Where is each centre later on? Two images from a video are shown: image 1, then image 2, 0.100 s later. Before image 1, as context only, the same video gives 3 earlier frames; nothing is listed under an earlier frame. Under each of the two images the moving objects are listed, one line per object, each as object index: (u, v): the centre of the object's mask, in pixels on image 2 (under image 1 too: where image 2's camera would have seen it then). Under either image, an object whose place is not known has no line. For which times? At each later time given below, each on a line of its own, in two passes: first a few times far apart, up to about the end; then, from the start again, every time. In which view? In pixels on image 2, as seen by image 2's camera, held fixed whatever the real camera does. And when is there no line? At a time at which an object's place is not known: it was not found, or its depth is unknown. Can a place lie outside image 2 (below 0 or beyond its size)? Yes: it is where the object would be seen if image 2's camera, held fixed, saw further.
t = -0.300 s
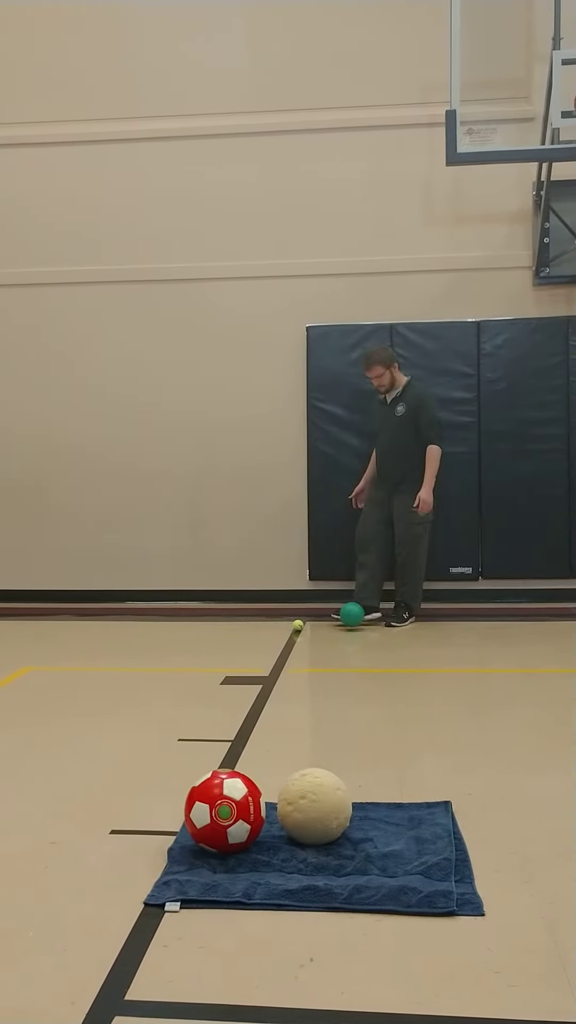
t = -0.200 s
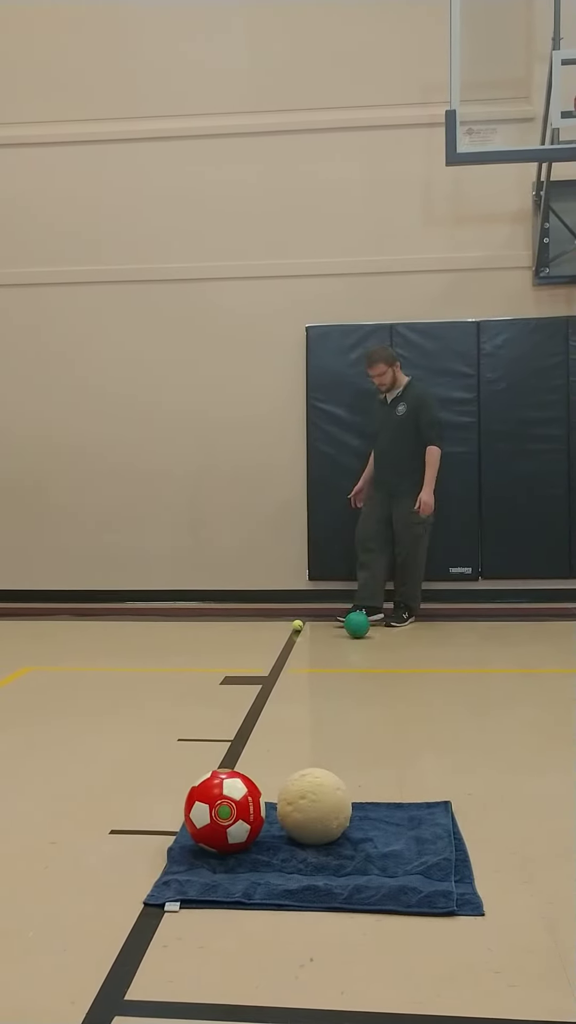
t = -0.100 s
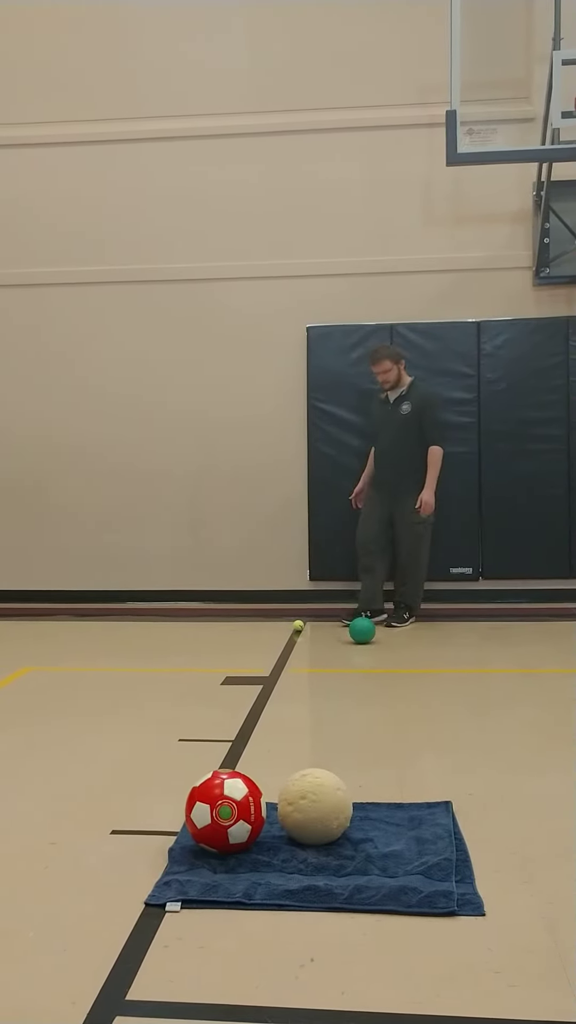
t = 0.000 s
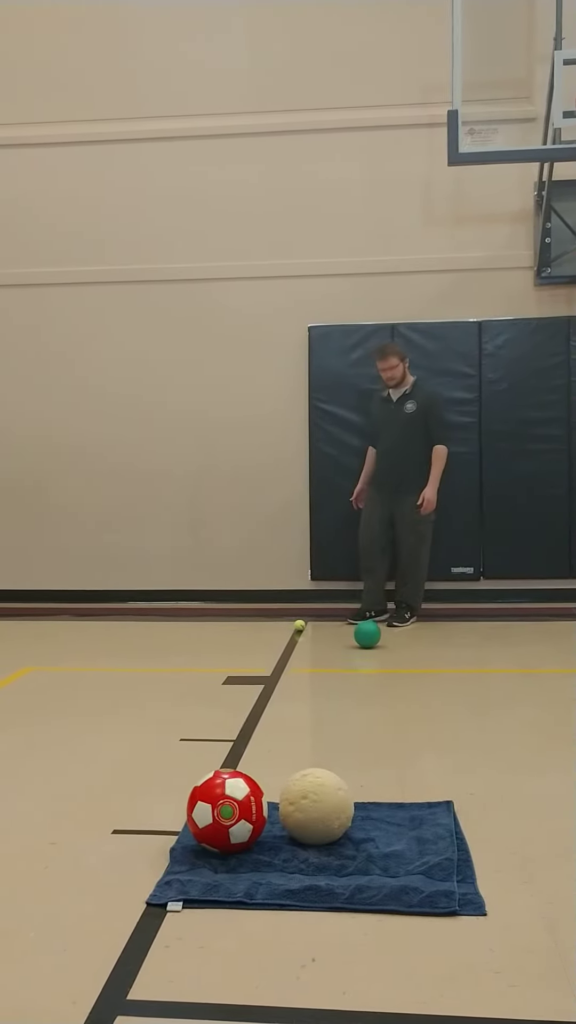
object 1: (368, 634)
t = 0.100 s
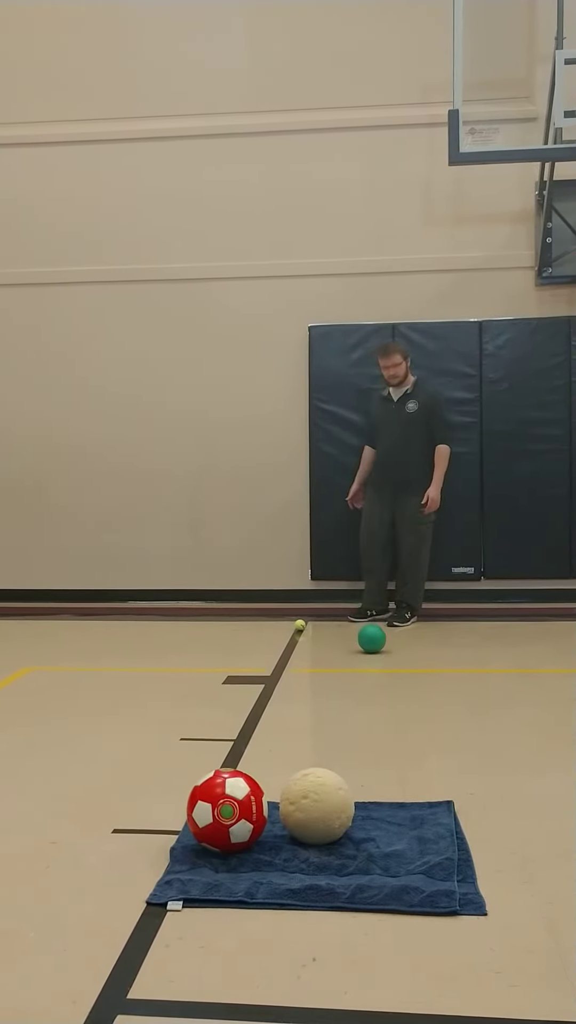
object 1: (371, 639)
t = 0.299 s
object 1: (380, 649)
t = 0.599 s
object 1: (393, 665)
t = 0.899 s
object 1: (408, 683)
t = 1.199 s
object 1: (424, 705)
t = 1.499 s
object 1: (440, 729)
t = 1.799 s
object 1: (457, 757)
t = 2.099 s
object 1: (475, 792)
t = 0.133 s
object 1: (373, 640)
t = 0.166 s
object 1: (374, 642)
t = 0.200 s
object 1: (376, 643)
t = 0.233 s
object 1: (377, 645)
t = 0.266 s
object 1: (378, 646)
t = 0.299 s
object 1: (380, 649)
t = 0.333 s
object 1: (381, 651)
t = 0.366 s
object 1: (383, 652)
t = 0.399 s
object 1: (384, 654)
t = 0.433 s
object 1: (386, 656)
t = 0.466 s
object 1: (387, 658)
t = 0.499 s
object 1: (389, 660)
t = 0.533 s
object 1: (390, 661)
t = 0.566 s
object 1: (392, 664)
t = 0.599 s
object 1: (393, 665)
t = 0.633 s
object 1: (395, 667)
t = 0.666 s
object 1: (397, 669)
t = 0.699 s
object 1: (398, 671)
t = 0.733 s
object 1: (400, 673)
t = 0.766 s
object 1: (402, 675)
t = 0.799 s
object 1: (404, 677)
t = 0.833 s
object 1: (405, 679)
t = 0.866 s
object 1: (407, 681)
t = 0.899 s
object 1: (408, 683)
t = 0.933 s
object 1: (410, 686)
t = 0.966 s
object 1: (412, 688)
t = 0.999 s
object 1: (414, 690)
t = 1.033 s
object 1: (415, 693)
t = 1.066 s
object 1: (417, 695)
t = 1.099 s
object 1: (419, 697)
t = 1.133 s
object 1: (421, 700)
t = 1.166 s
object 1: (422, 702)
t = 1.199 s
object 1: (424, 705)
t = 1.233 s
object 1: (426, 708)
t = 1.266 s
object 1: (428, 709)
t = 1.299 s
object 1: (430, 713)
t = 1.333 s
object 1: (431, 715)
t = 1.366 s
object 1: (433, 717)
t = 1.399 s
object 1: (435, 720)
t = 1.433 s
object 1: (436, 723)
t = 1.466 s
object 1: (438, 726)
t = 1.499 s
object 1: (440, 729)
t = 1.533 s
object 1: (442, 732)
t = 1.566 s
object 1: (444, 735)
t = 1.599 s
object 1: (446, 738)
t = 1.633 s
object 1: (448, 741)
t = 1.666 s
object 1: (450, 743)
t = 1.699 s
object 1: (452, 747)
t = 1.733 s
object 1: (453, 751)
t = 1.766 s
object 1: (455, 754)
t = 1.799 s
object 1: (457, 757)
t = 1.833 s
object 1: (459, 761)
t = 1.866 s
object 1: (461, 765)
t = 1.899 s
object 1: (462, 769)
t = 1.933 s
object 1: (464, 772)
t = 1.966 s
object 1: (466, 776)
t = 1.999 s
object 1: (468, 780)
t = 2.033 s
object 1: (470, 784)
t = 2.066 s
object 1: (473, 788)
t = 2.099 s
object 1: (475, 792)
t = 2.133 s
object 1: (478, 796)
